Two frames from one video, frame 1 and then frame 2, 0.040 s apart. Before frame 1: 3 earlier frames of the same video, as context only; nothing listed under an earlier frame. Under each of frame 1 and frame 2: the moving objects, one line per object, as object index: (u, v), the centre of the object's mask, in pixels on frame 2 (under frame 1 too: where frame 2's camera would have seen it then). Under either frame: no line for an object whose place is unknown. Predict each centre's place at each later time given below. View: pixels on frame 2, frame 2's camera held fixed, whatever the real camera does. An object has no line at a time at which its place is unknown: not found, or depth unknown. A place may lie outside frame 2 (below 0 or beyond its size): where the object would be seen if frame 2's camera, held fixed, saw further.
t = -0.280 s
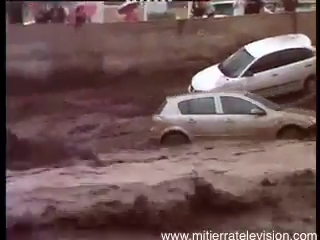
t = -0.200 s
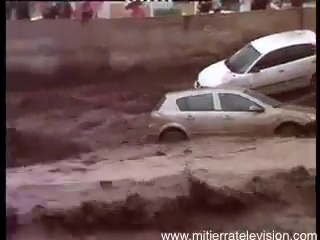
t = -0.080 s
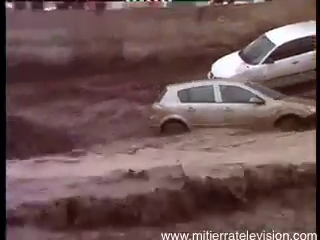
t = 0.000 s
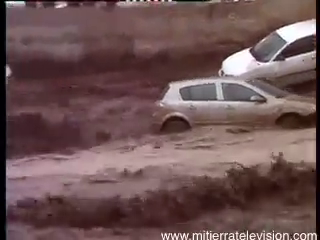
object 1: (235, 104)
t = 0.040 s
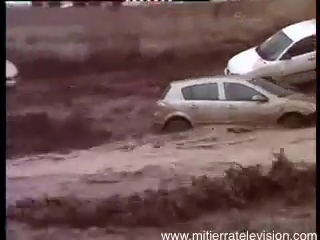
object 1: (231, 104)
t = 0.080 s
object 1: (227, 104)
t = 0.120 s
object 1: (221, 105)
